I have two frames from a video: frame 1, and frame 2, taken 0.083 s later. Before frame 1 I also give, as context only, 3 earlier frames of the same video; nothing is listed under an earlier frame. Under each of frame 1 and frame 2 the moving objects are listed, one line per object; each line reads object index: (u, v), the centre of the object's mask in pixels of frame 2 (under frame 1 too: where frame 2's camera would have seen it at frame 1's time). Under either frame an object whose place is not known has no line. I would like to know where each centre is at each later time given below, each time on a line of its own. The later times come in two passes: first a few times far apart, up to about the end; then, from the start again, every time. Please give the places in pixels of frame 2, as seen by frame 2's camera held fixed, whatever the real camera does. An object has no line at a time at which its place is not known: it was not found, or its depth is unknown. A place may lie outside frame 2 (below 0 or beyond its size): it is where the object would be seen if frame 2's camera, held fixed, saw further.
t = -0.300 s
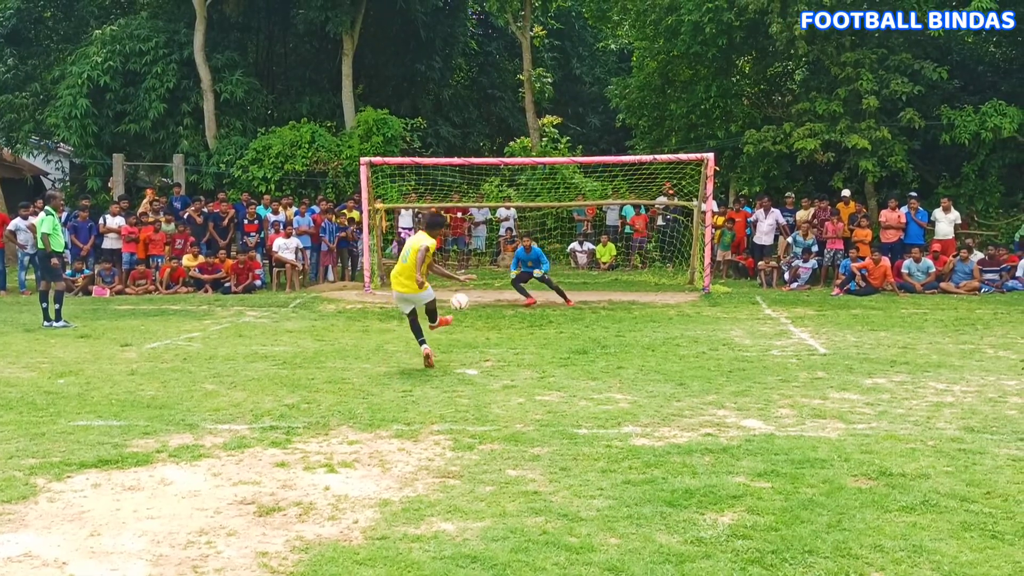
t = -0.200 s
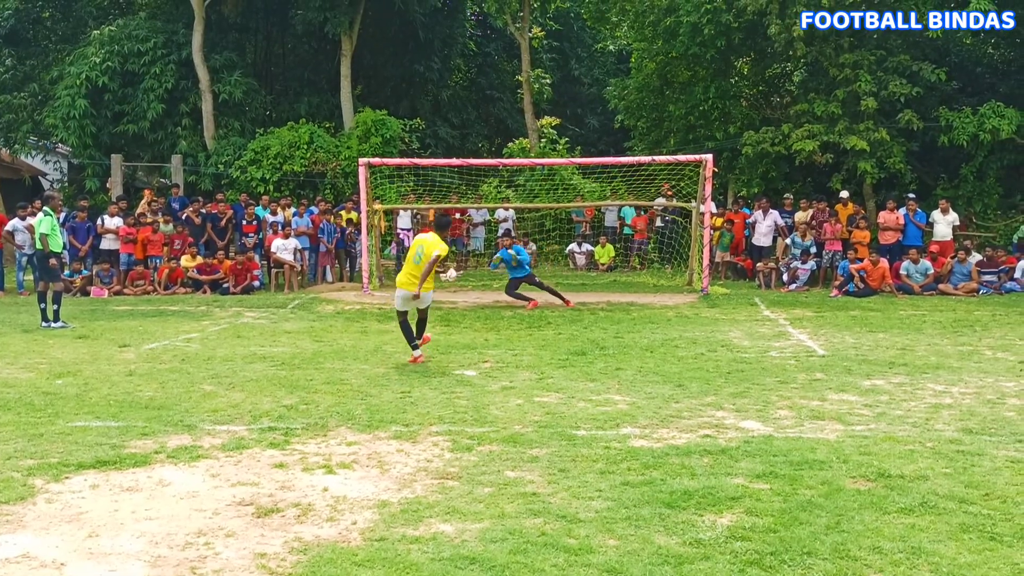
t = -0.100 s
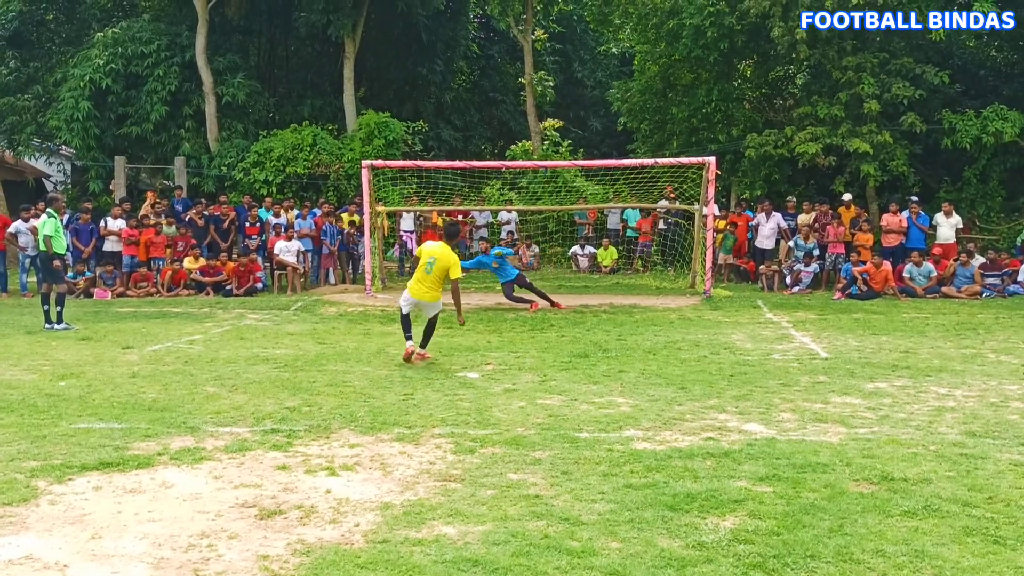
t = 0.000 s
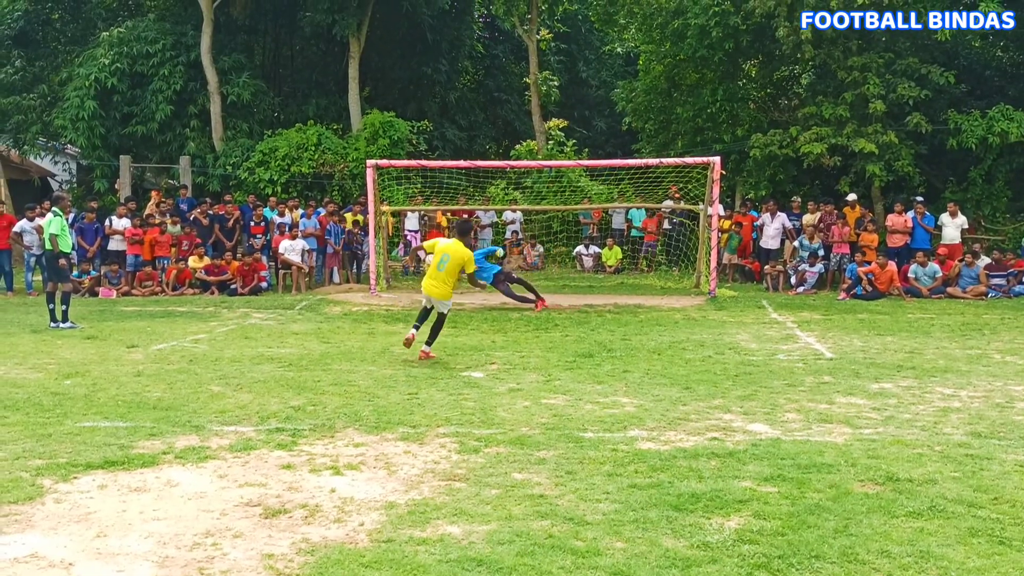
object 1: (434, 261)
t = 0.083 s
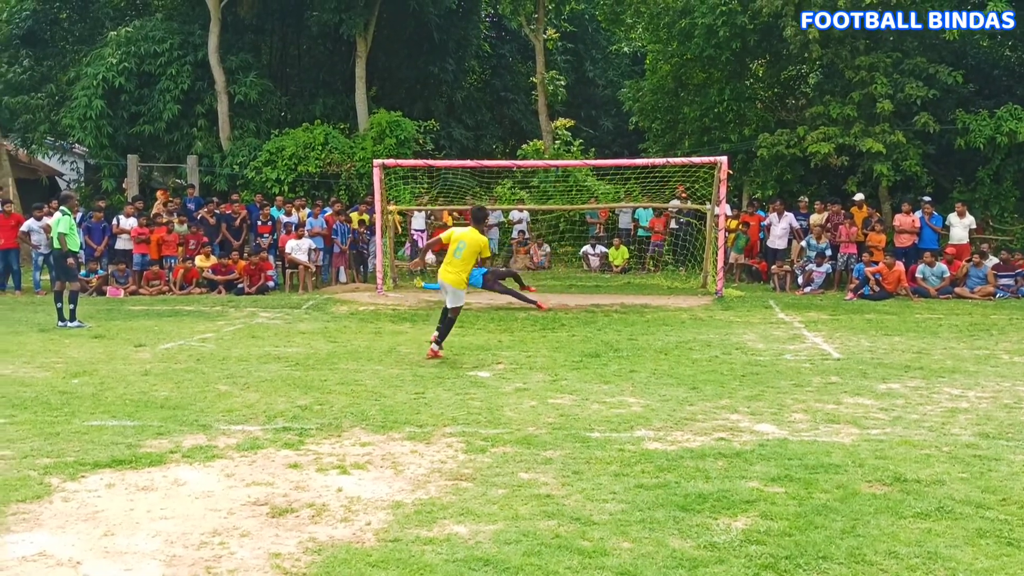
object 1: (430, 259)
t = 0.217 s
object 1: (435, 242)
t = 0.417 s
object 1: (441, 258)
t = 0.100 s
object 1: (432, 257)
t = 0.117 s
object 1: (434, 255)
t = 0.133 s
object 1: (430, 249)
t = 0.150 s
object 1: (432, 247)
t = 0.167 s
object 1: (432, 243)
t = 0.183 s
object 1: (433, 242)
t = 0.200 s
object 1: (434, 242)
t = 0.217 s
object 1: (435, 242)
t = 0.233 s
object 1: (436, 243)
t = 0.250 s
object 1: (437, 243)
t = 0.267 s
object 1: (438, 244)
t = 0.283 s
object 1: (439, 245)
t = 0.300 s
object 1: (440, 246)
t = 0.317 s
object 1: (441, 247)
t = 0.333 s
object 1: (441, 248)
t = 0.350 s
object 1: (441, 250)
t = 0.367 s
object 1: (441, 252)
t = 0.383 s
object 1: (441, 253)
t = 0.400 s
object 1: (441, 255)
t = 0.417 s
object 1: (441, 258)
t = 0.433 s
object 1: (441, 260)
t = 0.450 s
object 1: (440, 261)
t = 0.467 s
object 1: (440, 264)
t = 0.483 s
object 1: (440, 266)
